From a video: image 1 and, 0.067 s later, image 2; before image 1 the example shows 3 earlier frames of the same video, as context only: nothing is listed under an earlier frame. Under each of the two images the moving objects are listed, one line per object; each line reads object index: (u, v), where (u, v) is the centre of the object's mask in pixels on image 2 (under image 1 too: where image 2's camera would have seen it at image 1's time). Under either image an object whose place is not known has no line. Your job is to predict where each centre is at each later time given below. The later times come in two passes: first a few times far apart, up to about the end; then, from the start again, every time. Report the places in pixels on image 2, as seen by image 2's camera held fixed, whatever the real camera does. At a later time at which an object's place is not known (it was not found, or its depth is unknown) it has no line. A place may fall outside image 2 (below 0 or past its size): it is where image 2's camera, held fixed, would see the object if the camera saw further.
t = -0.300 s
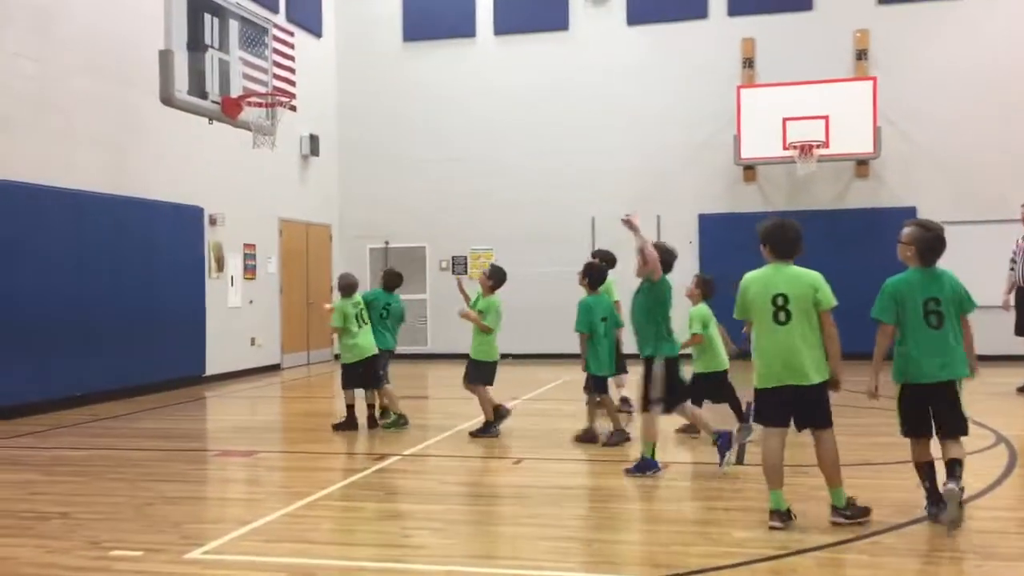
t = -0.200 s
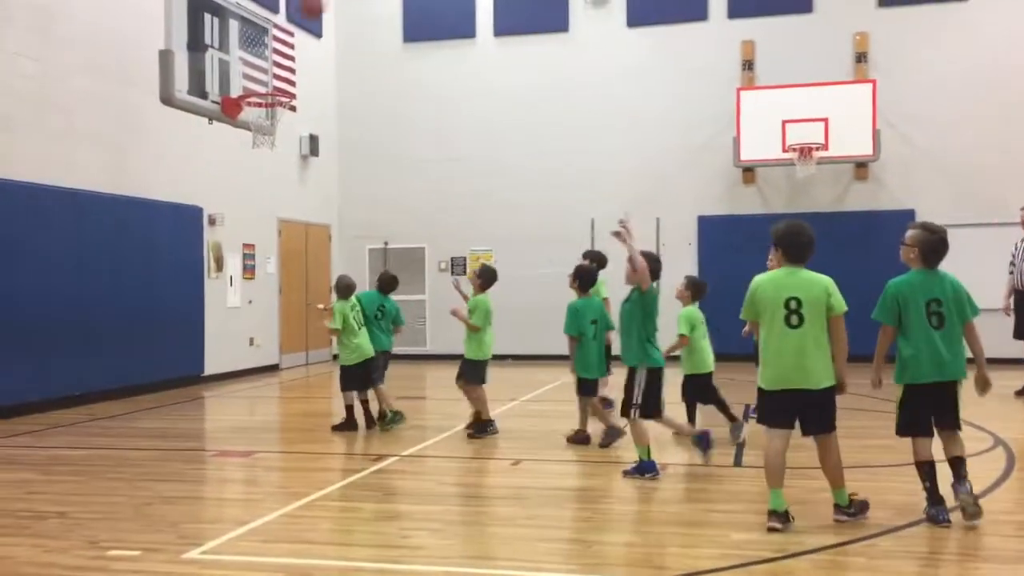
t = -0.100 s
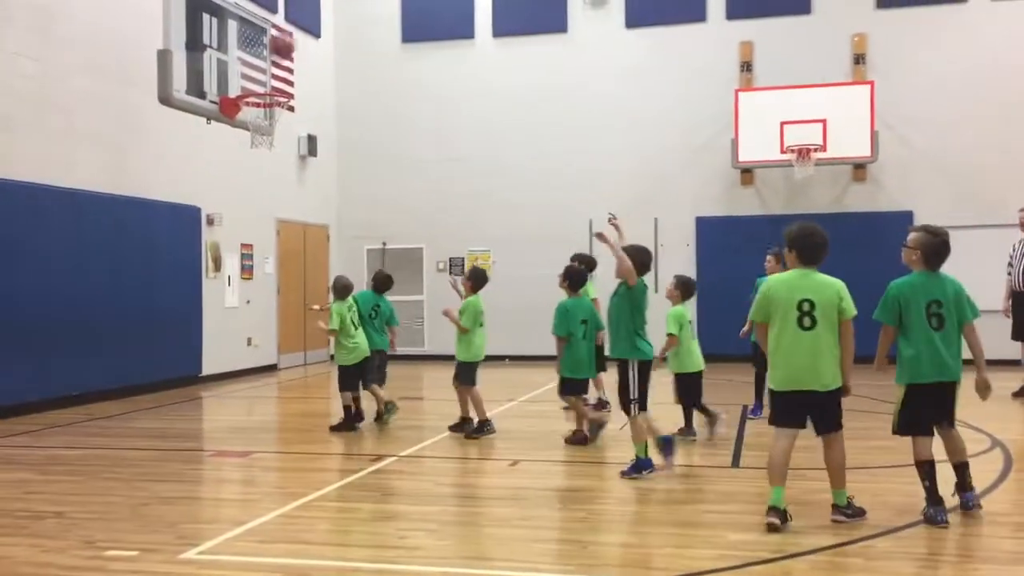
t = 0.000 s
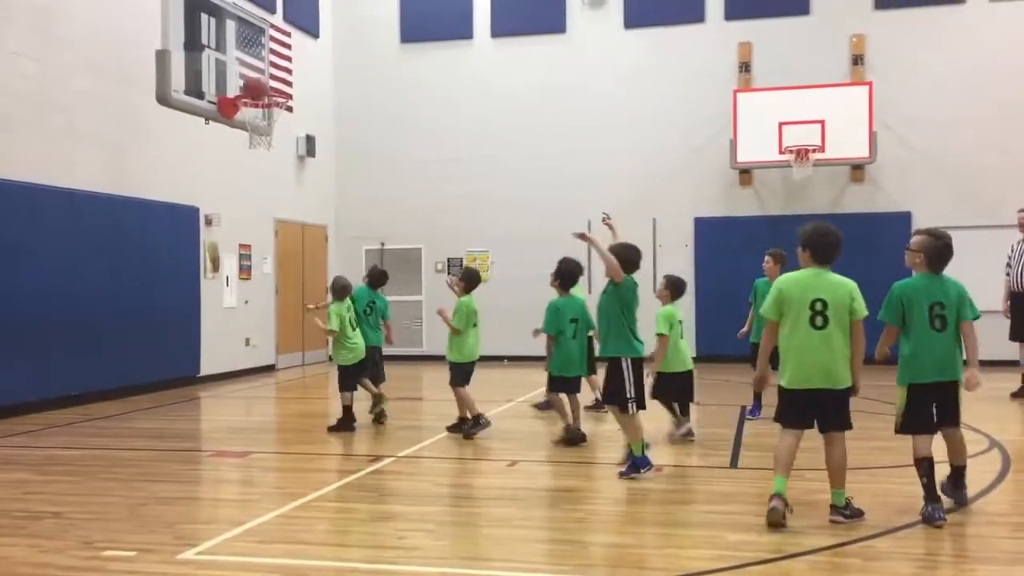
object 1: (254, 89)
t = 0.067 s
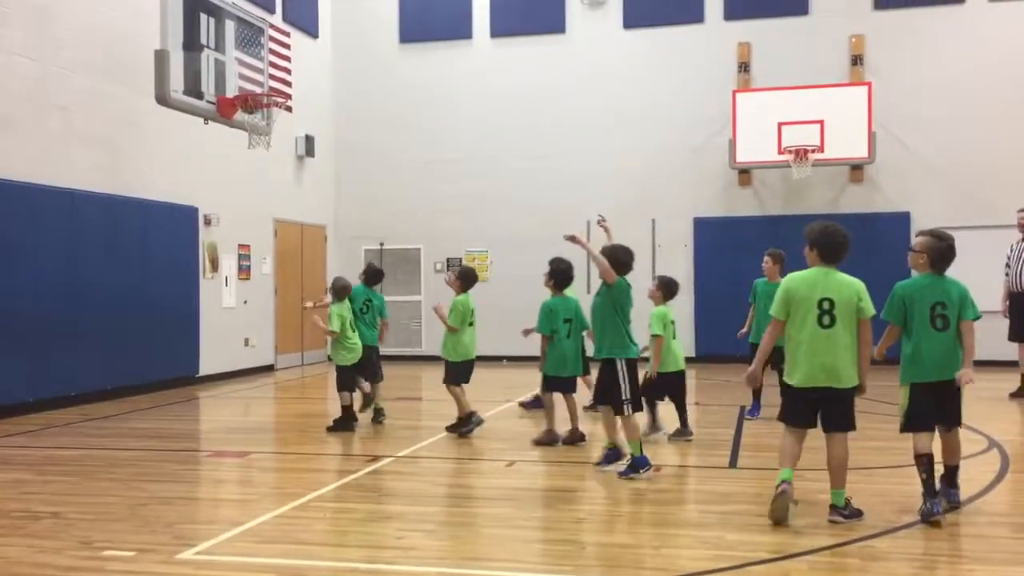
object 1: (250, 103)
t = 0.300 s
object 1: (281, 119)
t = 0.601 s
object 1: (247, 141)
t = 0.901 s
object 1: (220, 220)
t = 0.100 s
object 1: (260, 106)
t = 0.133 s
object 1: (267, 110)
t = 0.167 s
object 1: (273, 112)
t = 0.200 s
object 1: (277, 114)
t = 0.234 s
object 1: (280, 116)
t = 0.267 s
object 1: (280, 118)
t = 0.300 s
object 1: (281, 119)
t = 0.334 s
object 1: (280, 120)
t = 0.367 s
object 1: (277, 122)
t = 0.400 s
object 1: (273, 124)
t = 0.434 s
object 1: (270, 126)
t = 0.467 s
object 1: (265, 128)
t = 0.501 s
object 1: (260, 129)
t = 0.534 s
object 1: (257, 132)
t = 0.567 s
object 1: (250, 135)
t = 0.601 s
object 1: (247, 141)
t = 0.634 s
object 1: (247, 138)
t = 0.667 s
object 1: (242, 147)
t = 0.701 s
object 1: (238, 155)
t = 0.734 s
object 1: (236, 162)
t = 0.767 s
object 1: (232, 172)
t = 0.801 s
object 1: (229, 182)
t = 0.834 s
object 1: (226, 194)
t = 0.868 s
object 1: (224, 206)
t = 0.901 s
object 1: (220, 220)
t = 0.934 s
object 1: (218, 235)
